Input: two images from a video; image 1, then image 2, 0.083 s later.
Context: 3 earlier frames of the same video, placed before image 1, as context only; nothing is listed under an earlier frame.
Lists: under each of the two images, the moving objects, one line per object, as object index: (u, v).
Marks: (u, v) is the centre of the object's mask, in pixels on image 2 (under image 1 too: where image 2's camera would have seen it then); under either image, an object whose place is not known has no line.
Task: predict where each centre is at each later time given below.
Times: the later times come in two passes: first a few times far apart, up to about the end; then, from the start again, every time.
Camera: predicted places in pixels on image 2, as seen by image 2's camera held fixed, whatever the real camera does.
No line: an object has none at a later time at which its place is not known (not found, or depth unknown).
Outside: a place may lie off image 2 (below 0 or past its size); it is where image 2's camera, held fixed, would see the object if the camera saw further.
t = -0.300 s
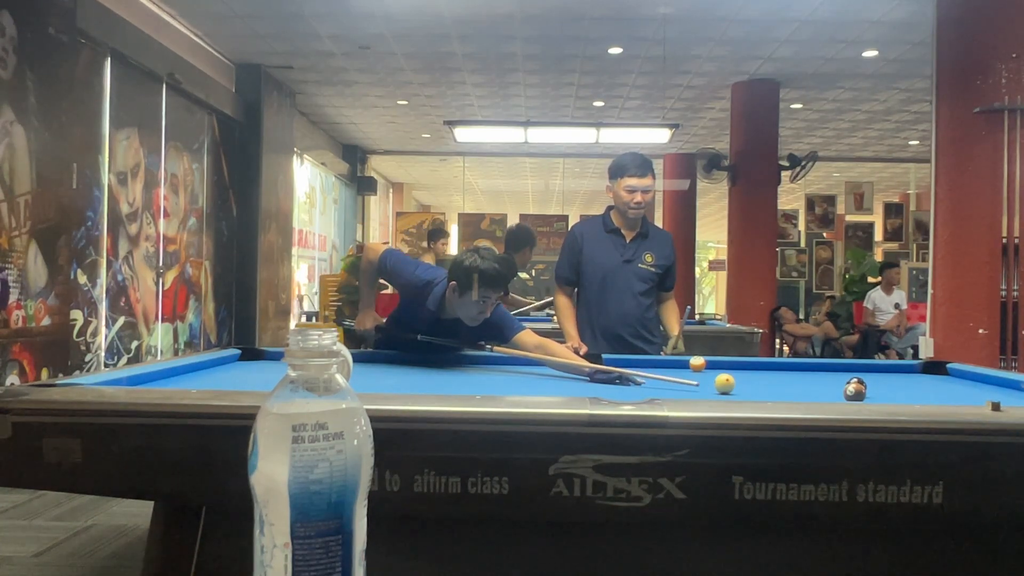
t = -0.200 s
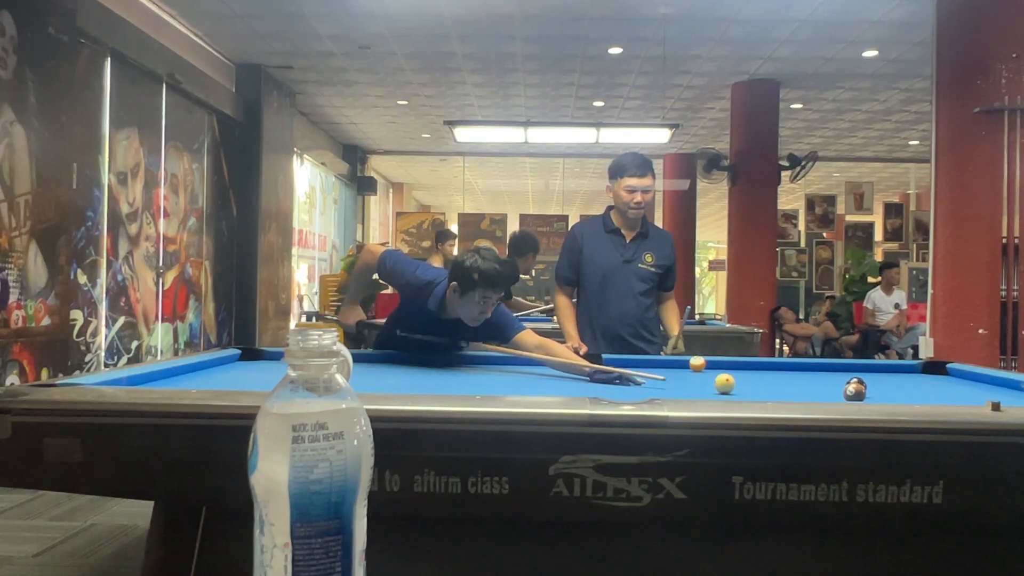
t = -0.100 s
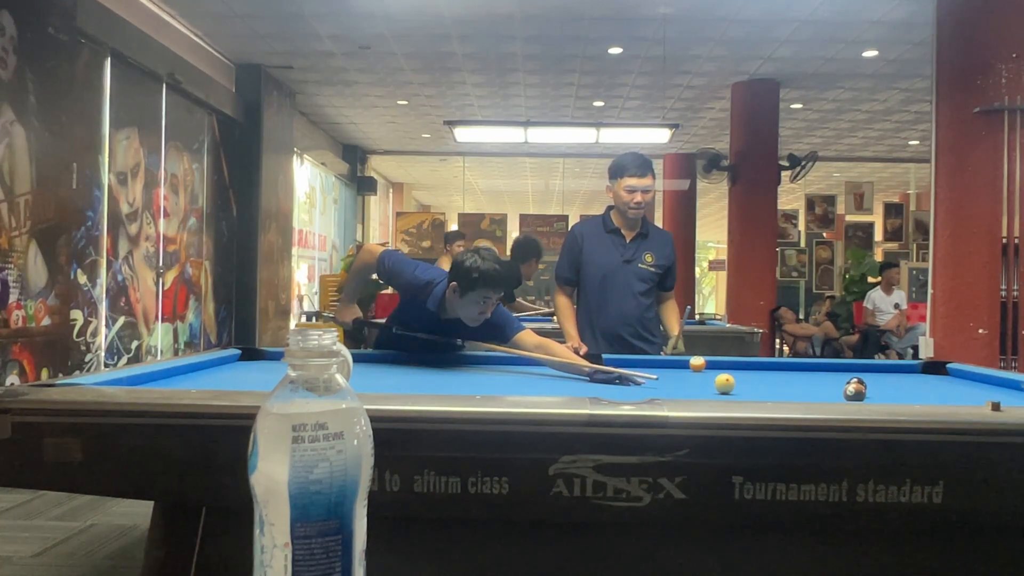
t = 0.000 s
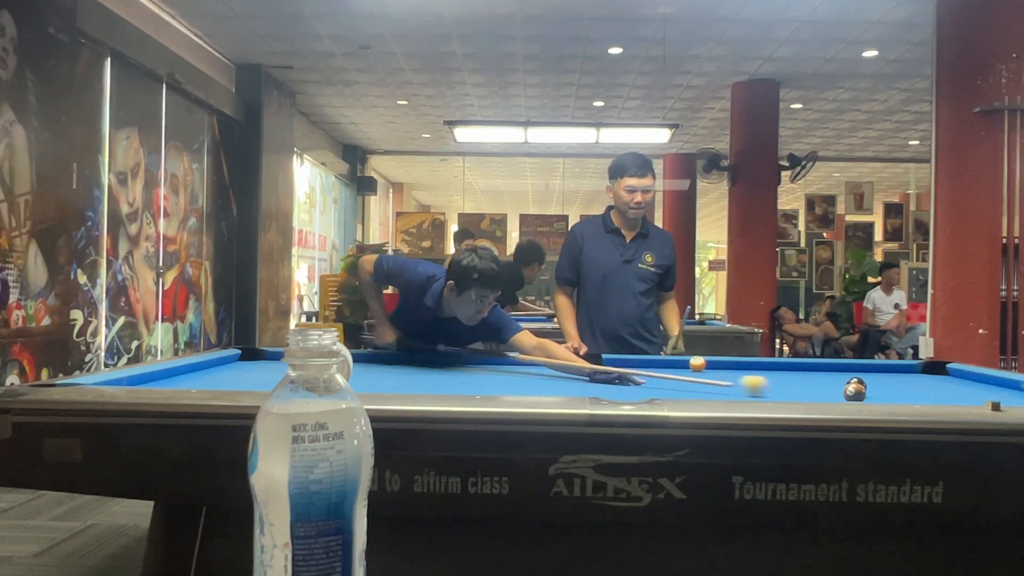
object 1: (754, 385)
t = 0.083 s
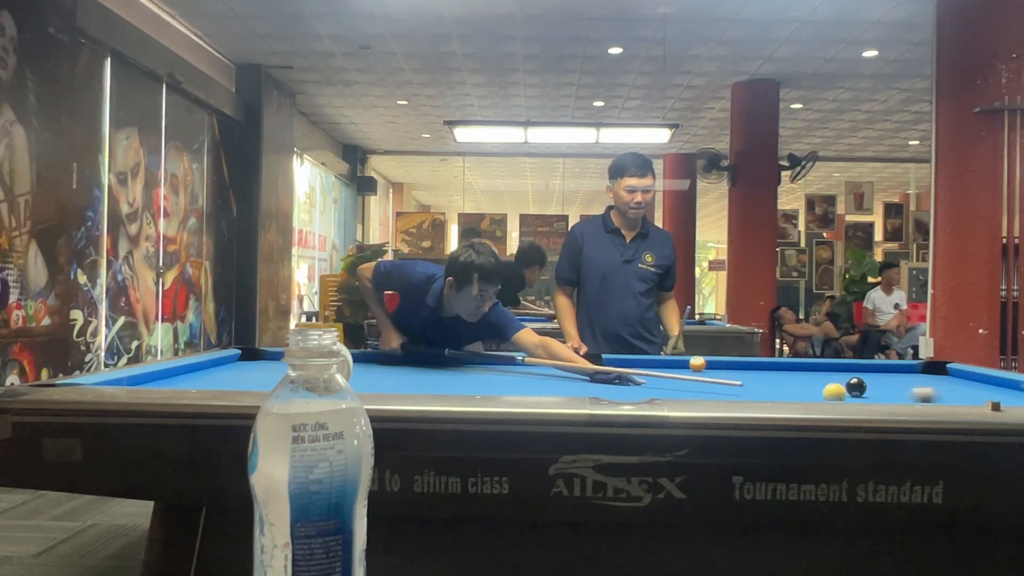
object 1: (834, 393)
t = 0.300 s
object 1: (843, 397)
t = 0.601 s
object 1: (784, 394)
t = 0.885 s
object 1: (728, 391)
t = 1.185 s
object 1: (678, 387)
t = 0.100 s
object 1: (835, 393)
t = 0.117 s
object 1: (837, 393)
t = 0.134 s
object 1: (838, 394)
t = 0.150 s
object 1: (838, 394)
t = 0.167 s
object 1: (839, 395)
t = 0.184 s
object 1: (840, 395)
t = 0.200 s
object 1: (840, 396)
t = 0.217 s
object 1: (841, 396)
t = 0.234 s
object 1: (842, 396)
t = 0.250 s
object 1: (842, 396)
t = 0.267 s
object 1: (842, 396)
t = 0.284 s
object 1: (843, 397)
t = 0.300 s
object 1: (843, 397)
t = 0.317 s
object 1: (844, 398)
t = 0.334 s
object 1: (844, 398)
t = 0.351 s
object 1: (842, 398)
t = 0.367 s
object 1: (837, 398)
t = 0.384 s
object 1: (833, 397)
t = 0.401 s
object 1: (828, 397)
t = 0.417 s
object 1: (825, 397)
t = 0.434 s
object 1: (821, 396)
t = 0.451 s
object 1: (817, 396)
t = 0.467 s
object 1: (813, 396)
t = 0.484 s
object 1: (809, 396)
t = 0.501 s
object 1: (805, 396)
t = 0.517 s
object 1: (802, 395)
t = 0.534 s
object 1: (798, 395)
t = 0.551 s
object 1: (794, 395)
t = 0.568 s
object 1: (791, 395)
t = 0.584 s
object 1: (787, 395)
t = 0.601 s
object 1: (784, 394)
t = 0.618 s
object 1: (780, 394)
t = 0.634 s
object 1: (777, 394)
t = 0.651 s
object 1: (773, 393)
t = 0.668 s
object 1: (770, 393)
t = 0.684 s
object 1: (766, 392)
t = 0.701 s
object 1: (761, 392)
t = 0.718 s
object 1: (756, 390)
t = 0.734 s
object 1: (759, 388)
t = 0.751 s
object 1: (756, 391)
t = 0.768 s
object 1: (751, 392)
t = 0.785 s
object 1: (747, 392)
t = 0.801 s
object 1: (744, 391)
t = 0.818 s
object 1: (741, 391)
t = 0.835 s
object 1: (738, 391)
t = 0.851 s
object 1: (735, 391)
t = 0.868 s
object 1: (731, 391)
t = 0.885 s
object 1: (728, 391)
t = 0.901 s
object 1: (725, 390)
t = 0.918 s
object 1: (722, 390)
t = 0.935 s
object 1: (720, 390)
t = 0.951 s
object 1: (717, 390)
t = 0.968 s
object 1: (714, 389)
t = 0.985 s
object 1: (711, 389)
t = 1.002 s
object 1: (708, 389)
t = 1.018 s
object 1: (705, 389)
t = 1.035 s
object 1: (702, 388)
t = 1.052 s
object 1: (700, 388)
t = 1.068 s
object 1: (697, 388)
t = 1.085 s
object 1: (694, 388)
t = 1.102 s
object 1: (691, 388)
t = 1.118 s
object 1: (689, 387)
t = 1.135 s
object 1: (686, 387)
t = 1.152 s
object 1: (683, 387)
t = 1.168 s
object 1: (680, 387)
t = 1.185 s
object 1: (678, 387)
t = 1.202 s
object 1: (675, 386)
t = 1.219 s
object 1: (673, 386)
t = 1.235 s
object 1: (670, 386)
